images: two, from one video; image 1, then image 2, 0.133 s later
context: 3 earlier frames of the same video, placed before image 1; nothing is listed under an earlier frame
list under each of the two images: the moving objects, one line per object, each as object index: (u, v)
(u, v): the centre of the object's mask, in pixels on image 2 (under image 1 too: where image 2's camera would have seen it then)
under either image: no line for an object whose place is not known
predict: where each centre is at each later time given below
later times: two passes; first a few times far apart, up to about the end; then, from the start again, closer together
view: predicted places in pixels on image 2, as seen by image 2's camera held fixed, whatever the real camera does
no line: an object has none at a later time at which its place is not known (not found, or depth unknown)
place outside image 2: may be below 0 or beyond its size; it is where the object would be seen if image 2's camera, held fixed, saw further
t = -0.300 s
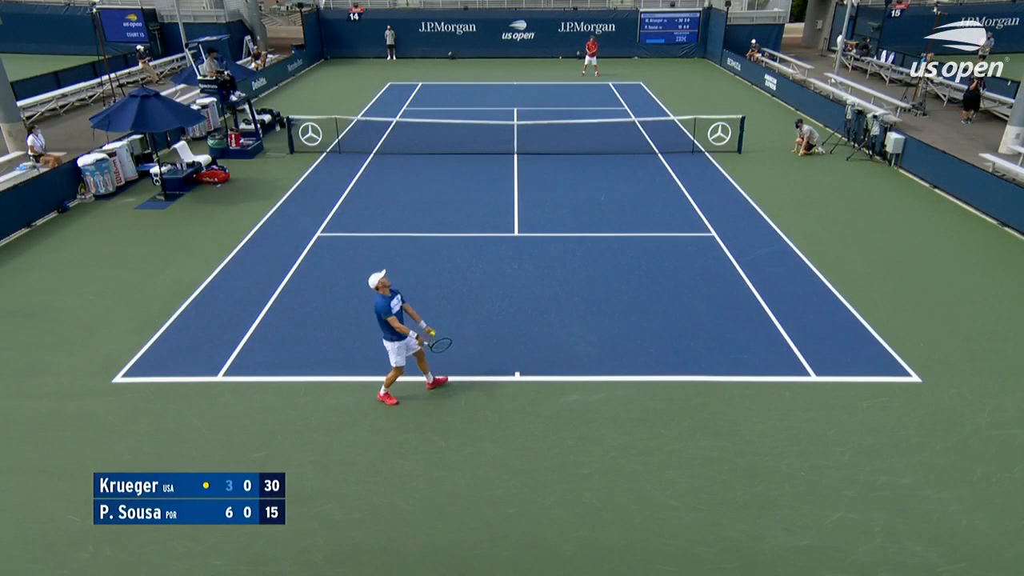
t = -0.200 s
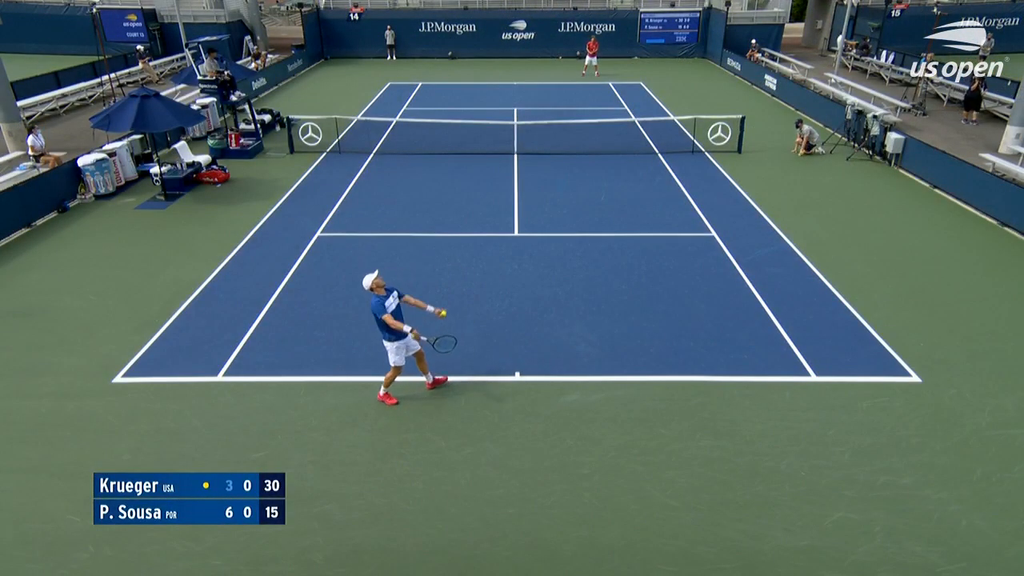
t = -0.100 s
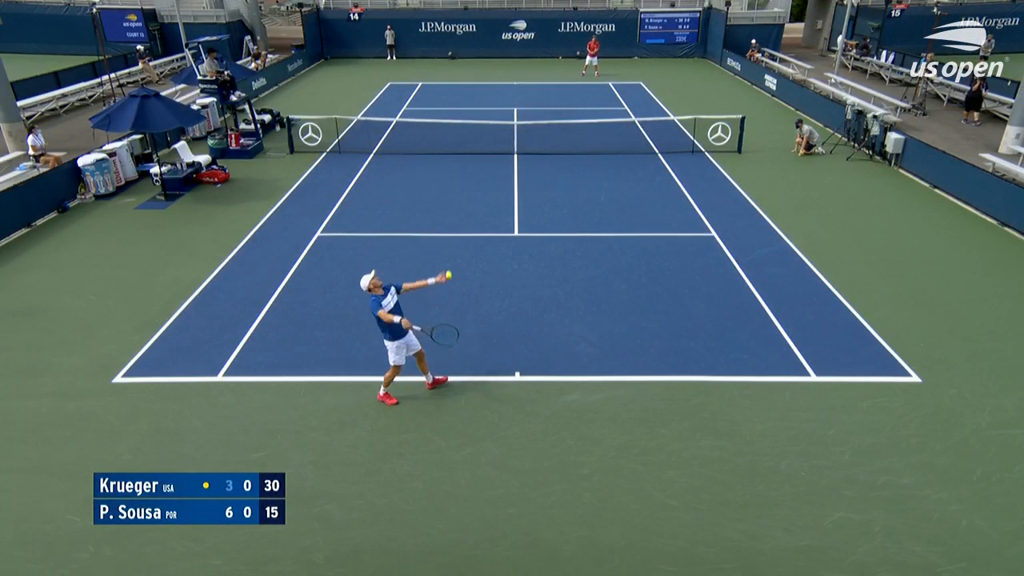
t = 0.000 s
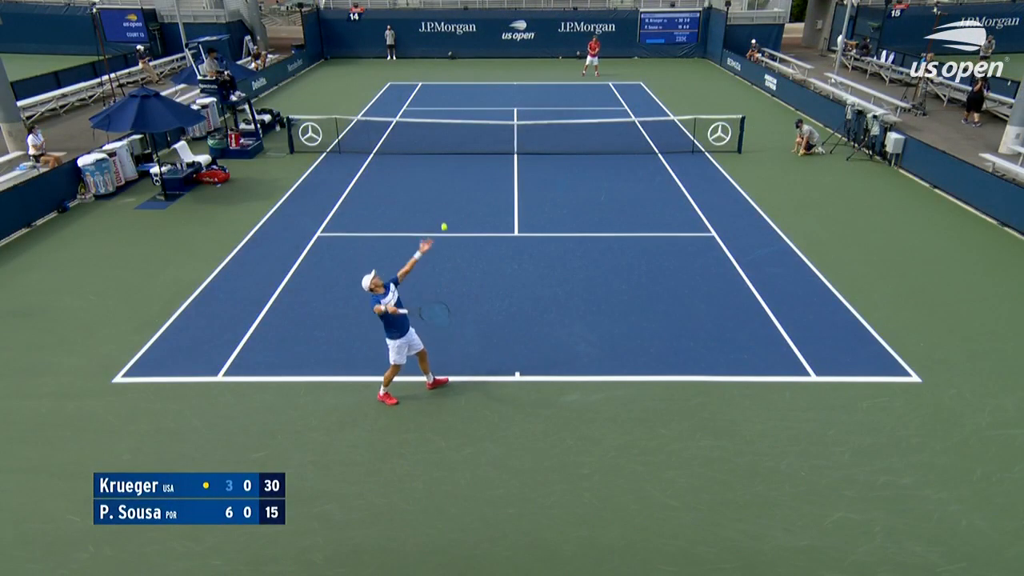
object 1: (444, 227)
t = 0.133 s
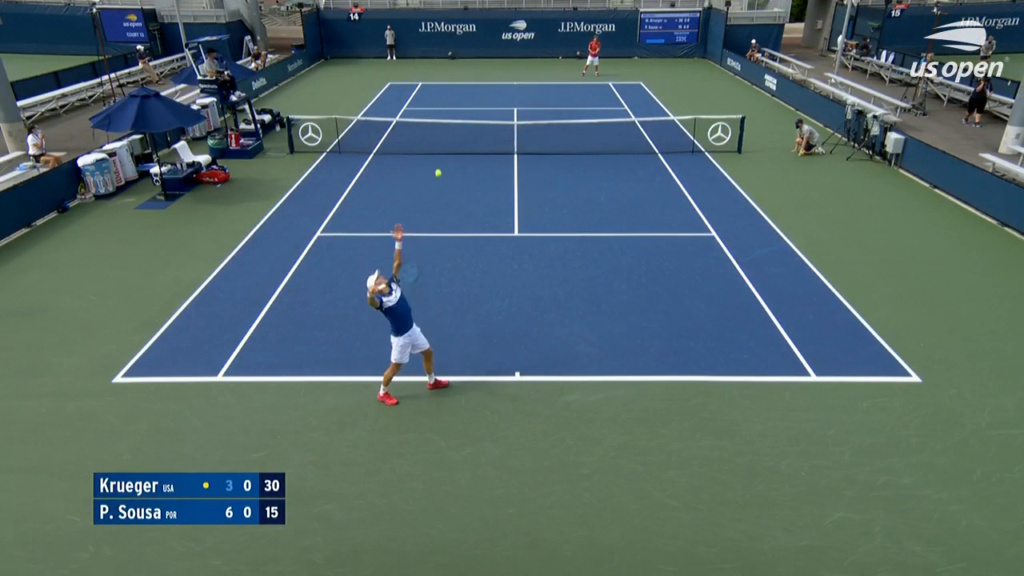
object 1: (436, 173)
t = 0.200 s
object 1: (435, 151)
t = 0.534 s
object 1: (426, 94)
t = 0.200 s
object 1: (435, 151)
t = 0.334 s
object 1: (431, 117)
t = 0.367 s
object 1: (430, 111)
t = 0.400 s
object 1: (429, 105)
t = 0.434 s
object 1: (428, 101)
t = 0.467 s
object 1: (427, 98)
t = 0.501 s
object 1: (427, 96)
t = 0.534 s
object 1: (426, 94)
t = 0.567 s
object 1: (426, 94)
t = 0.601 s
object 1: (425, 94)
